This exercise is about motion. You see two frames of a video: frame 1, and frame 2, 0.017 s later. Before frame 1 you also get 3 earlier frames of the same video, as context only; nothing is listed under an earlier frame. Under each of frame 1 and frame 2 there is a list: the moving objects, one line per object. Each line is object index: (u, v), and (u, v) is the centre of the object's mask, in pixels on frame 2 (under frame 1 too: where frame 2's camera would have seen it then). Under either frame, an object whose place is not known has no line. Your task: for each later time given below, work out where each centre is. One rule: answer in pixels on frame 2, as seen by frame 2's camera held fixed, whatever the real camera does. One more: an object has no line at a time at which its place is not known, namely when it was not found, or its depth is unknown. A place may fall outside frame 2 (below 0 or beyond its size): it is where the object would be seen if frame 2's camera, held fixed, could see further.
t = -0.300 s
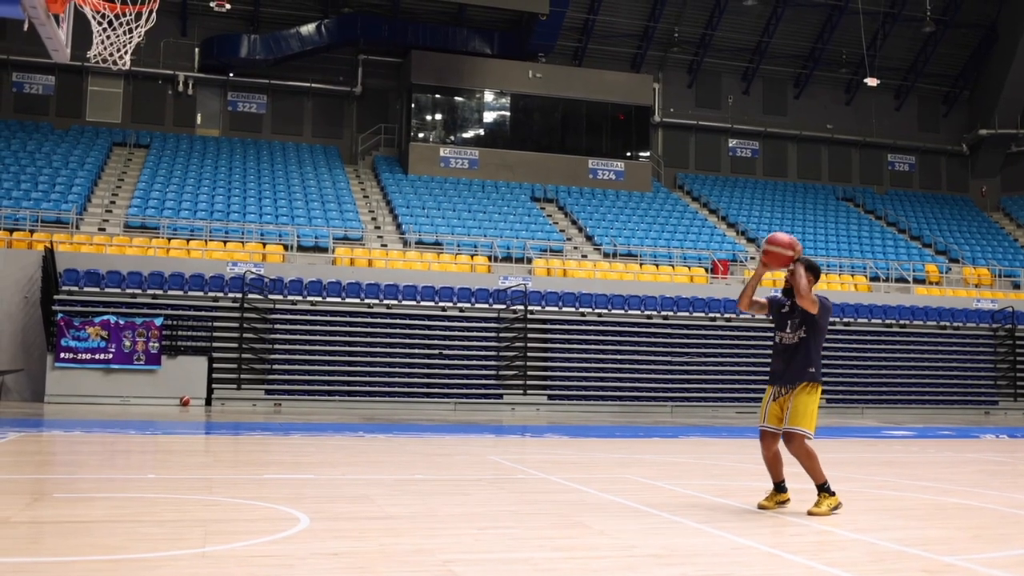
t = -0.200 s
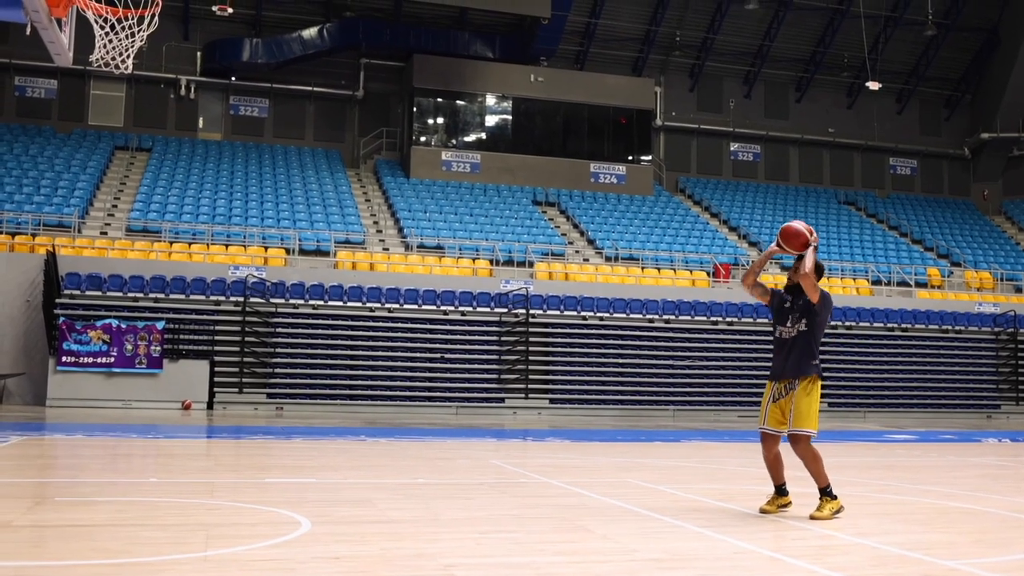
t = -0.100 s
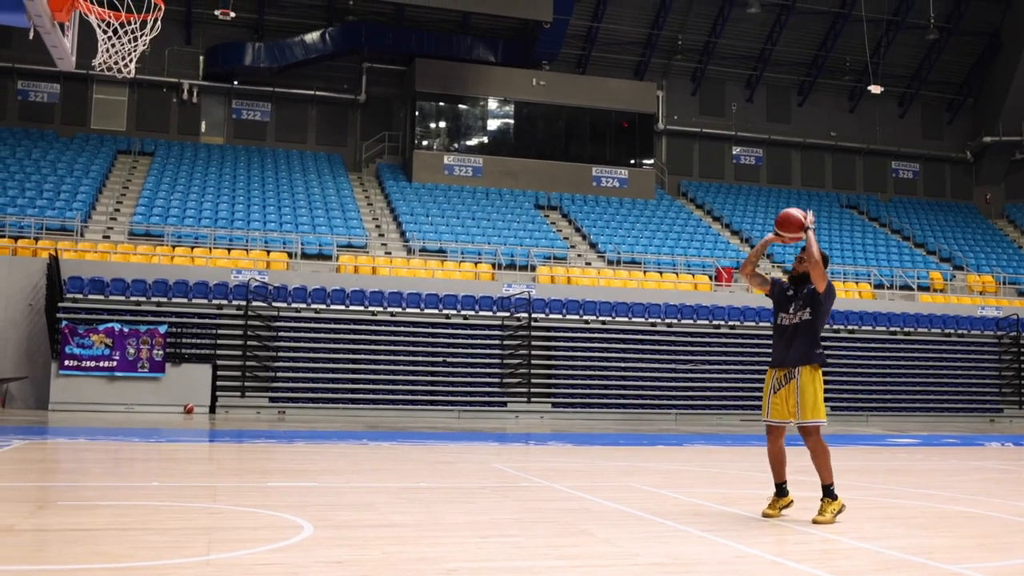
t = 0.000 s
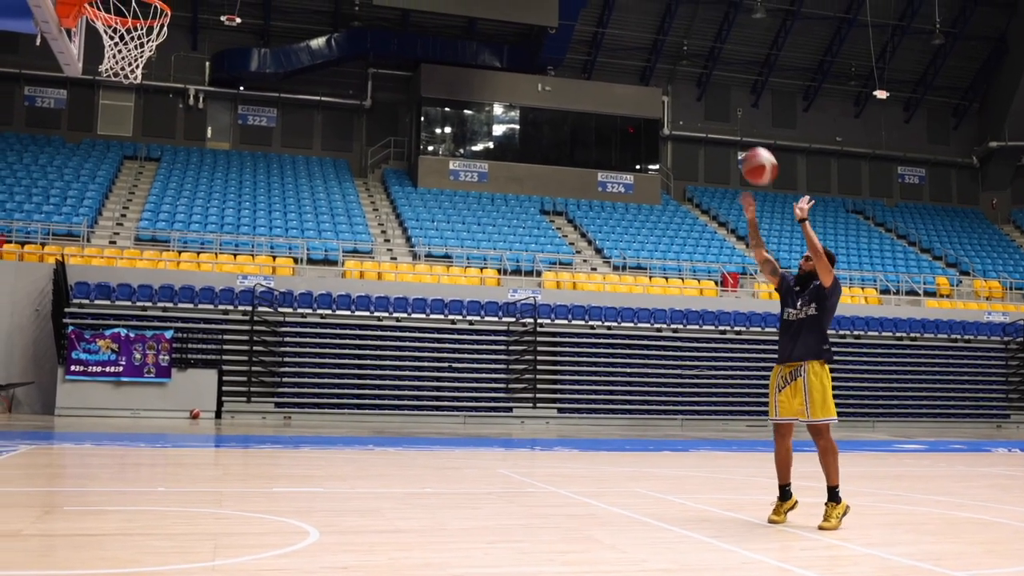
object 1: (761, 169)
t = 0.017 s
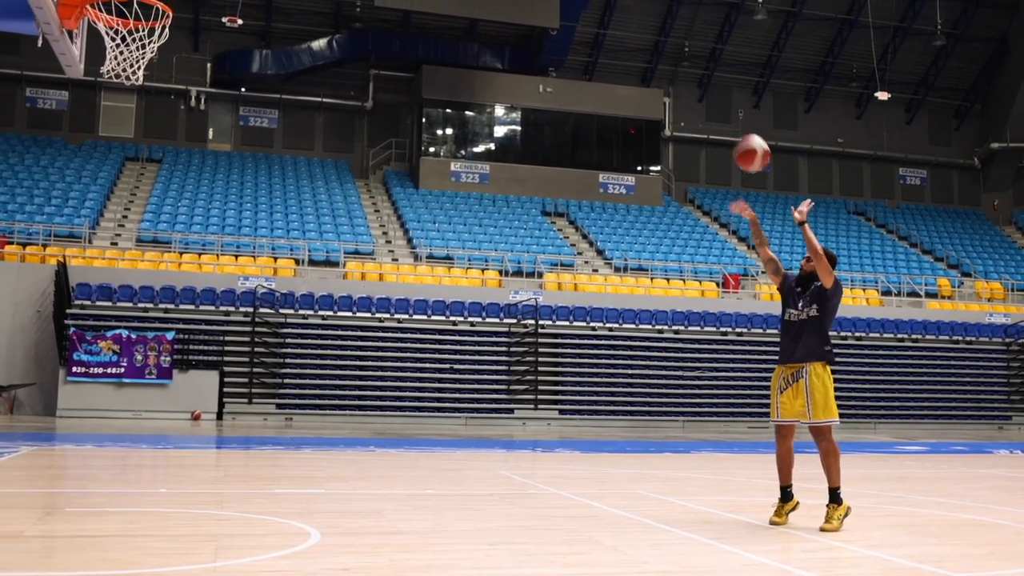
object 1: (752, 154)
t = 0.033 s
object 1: (741, 137)
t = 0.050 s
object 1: (732, 122)
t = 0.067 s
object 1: (723, 110)
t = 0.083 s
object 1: (715, 97)
